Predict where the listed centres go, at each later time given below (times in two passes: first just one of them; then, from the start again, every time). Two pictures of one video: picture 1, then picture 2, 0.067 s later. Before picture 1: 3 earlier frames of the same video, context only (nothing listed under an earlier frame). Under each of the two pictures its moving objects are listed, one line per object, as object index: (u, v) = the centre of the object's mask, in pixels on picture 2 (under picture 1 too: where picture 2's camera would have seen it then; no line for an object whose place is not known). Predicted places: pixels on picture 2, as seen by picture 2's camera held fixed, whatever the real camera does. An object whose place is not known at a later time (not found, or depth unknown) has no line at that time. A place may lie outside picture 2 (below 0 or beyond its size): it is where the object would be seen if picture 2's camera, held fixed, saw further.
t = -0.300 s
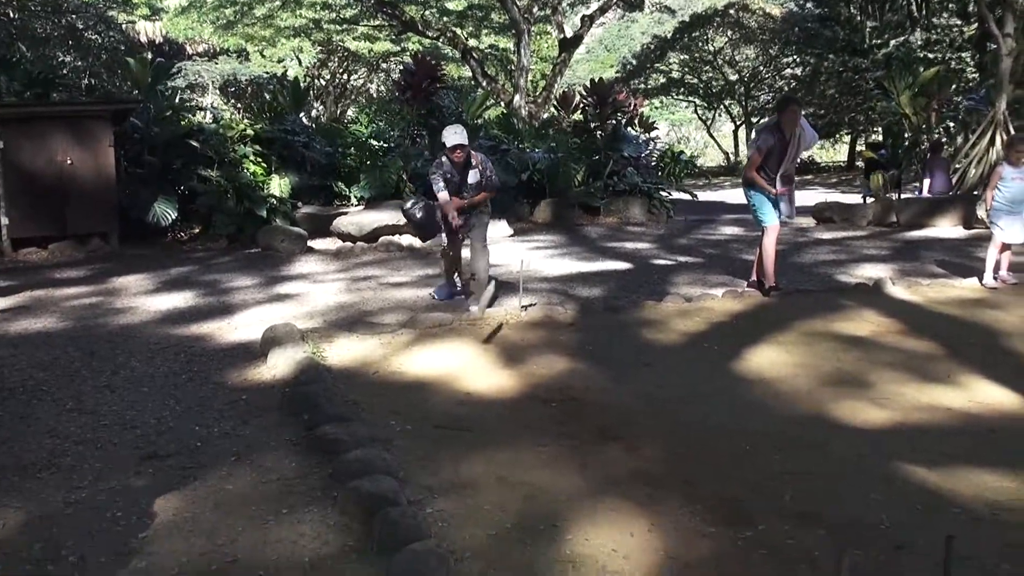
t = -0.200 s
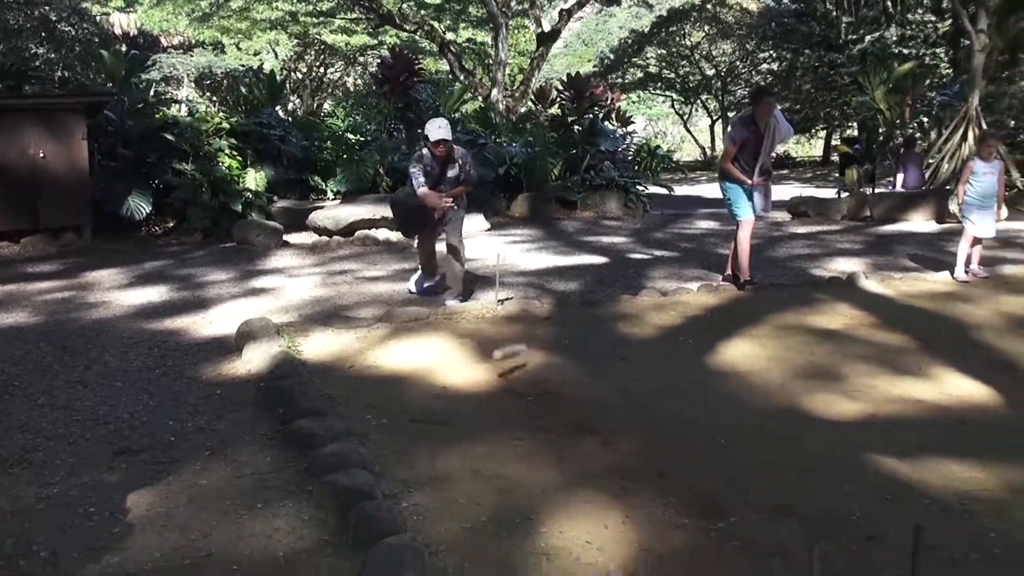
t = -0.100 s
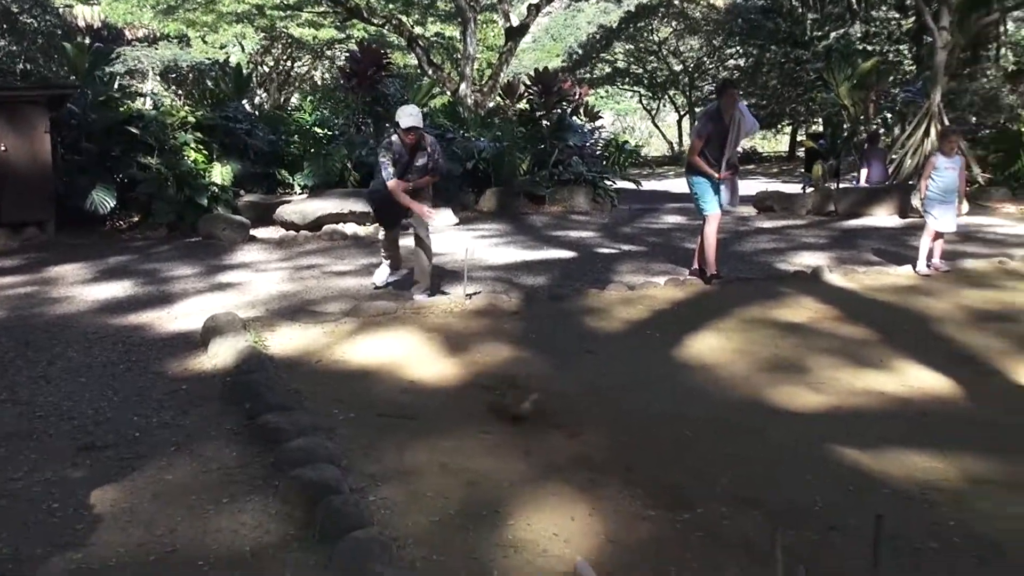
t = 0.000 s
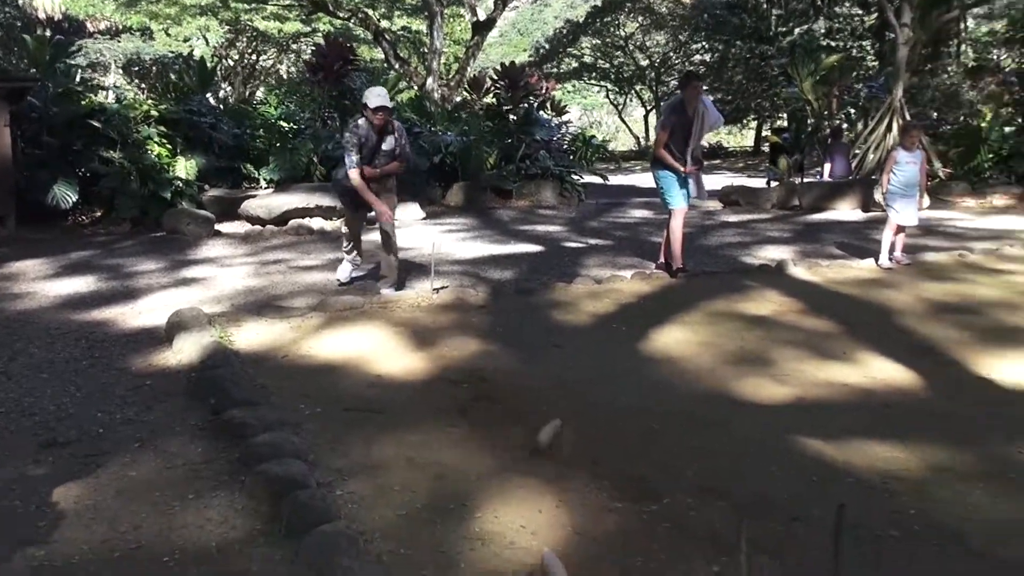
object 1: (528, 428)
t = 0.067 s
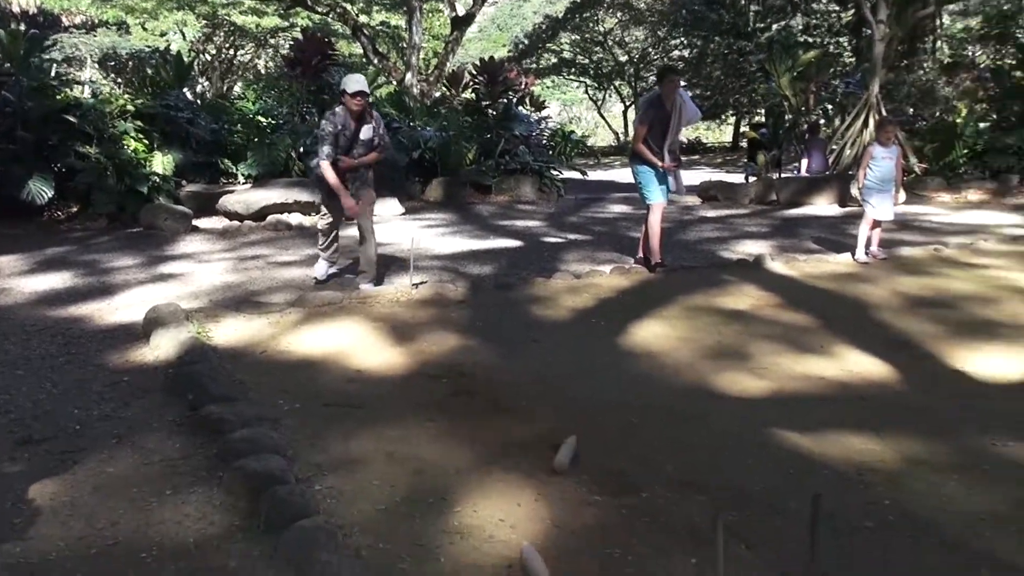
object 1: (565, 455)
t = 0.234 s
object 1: (677, 519)
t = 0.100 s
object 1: (586, 469)
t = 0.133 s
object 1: (607, 481)
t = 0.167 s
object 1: (629, 491)
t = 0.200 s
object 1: (652, 504)
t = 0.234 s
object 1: (677, 519)
